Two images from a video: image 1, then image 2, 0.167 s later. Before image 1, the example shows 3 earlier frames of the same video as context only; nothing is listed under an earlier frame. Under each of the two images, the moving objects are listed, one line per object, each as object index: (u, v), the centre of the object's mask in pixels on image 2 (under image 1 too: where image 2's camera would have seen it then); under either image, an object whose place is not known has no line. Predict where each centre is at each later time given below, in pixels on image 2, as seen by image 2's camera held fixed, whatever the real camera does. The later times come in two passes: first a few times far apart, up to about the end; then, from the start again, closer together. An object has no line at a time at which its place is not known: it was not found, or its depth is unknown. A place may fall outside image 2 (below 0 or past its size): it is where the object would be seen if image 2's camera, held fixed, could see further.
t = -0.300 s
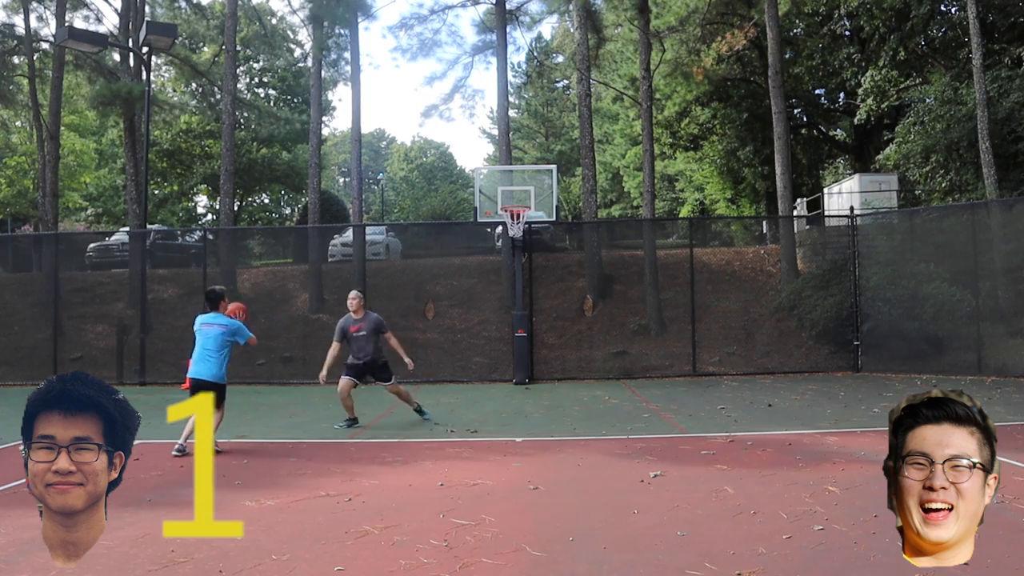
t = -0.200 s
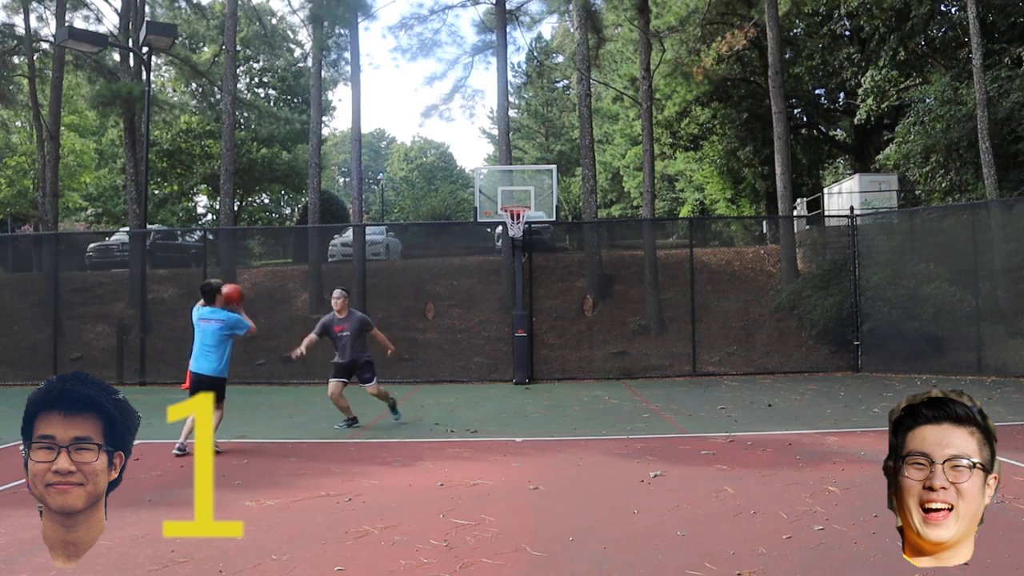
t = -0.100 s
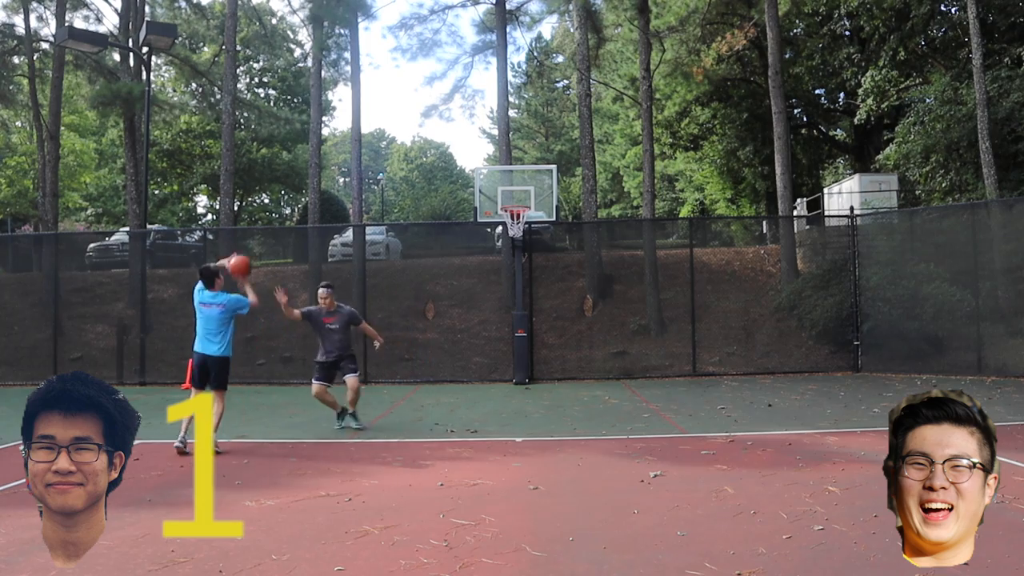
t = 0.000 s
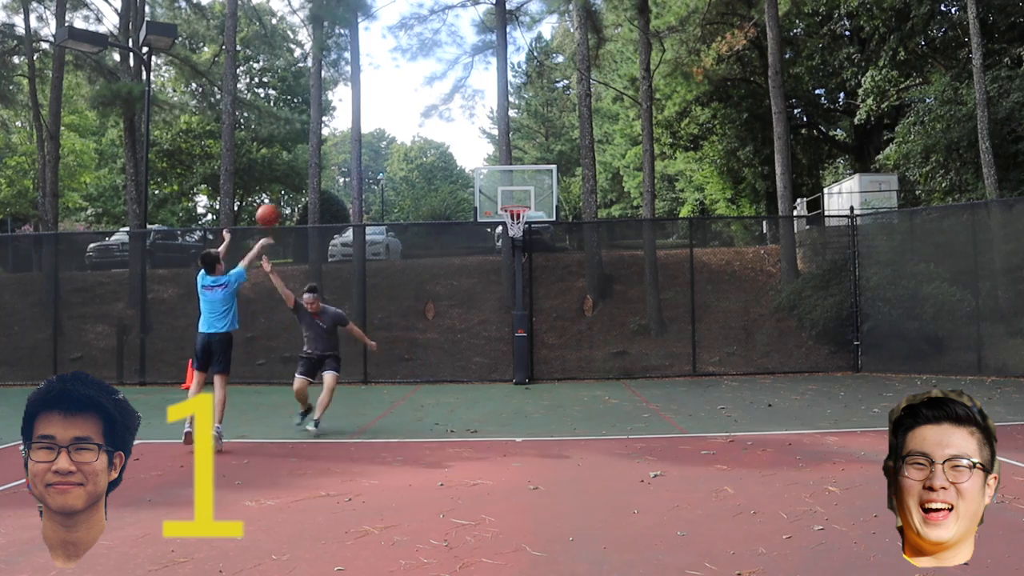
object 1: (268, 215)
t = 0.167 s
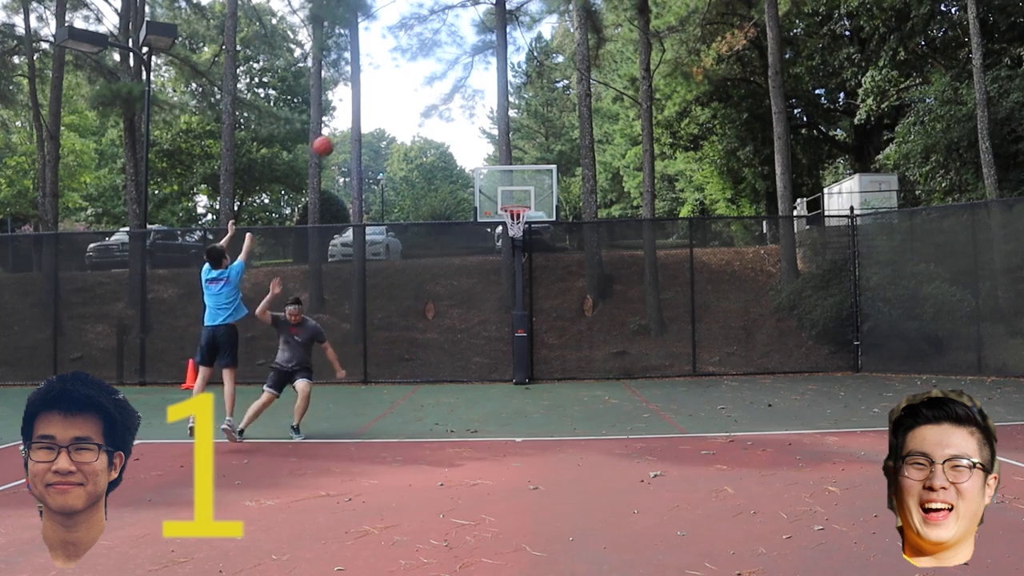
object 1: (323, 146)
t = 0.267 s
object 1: (352, 120)
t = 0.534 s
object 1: (419, 95)
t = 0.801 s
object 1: (473, 118)
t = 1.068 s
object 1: (518, 179)
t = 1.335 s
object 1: (558, 189)
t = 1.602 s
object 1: (606, 200)
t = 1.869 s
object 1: (658, 255)
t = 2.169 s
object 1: (719, 378)
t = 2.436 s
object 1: (773, 313)
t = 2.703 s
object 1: (831, 269)
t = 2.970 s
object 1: (897, 275)
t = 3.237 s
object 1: (971, 338)
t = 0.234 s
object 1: (344, 128)
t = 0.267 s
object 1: (352, 120)
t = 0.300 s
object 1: (361, 114)
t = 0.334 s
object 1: (371, 108)
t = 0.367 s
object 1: (380, 104)
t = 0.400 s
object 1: (388, 100)
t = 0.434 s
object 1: (396, 98)
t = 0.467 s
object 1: (405, 96)
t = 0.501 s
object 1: (412, 95)
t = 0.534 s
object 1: (419, 95)
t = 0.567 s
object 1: (426, 95)
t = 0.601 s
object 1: (434, 97)
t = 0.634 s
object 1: (441, 99)
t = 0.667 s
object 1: (447, 101)
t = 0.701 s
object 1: (454, 104)
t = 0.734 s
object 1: (460, 108)
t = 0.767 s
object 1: (467, 113)
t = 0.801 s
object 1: (473, 118)
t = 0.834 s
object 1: (479, 124)
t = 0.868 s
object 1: (485, 131)
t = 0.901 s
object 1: (492, 137)
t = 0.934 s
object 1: (497, 144)
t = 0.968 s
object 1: (502, 152)
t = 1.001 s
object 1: (507, 160)
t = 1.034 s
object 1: (512, 169)
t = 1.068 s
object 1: (518, 179)
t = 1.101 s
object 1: (523, 188)
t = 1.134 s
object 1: (527, 198)
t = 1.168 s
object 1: (530, 202)
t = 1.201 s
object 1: (535, 201)
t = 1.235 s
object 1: (541, 196)
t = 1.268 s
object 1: (546, 194)
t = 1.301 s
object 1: (552, 191)
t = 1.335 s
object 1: (558, 189)
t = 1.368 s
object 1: (564, 188)
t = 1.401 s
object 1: (570, 188)
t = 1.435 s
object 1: (576, 188)
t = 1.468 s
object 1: (582, 189)
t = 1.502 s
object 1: (588, 191)
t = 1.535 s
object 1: (593, 193)
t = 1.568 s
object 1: (599, 196)
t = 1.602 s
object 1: (606, 200)
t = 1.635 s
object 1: (612, 204)
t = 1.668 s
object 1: (619, 209)
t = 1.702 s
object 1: (626, 215)
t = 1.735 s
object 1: (632, 221)
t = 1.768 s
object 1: (638, 229)
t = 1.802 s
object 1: (645, 236)
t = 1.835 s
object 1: (651, 246)
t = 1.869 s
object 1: (658, 255)
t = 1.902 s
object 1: (665, 266)
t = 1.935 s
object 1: (672, 277)
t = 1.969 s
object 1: (678, 289)
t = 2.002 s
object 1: (685, 301)
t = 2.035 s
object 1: (692, 316)
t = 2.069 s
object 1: (698, 330)
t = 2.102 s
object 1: (705, 345)
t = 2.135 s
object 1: (712, 361)
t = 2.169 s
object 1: (719, 378)
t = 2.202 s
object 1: (725, 388)
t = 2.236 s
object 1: (732, 375)
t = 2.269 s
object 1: (738, 363)
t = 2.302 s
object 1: (745, 352)
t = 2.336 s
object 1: (752, 341)
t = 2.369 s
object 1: (758, 331)
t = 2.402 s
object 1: (765, 322)
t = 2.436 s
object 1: (773, 313)
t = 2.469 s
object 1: (779, 305)
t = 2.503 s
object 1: (787, 298)
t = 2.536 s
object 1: (794, 292)
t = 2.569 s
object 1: (801, 285)
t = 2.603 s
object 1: (808, 280)
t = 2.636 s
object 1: (816, 276)
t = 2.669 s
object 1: (823, 273)
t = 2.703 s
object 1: (831, 269)
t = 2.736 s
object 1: (839, 267)
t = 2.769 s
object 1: (847, 266)
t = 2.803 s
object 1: (855, 265)
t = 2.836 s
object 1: (863, 266)
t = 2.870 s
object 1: (872, 266)
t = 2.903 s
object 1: (880, 269)
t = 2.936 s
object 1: (888, 272)
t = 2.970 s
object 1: (897, 275)
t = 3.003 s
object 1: (906, 280)
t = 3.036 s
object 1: (915, 285)
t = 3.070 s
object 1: (924, 291)
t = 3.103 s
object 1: (933, 299)
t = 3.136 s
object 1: (942, 307)
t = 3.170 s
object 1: (951, 316)
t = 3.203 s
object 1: (961, 327)
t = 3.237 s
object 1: (971, 338)
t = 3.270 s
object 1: (981, 350)
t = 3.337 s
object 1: (1001, 378)
